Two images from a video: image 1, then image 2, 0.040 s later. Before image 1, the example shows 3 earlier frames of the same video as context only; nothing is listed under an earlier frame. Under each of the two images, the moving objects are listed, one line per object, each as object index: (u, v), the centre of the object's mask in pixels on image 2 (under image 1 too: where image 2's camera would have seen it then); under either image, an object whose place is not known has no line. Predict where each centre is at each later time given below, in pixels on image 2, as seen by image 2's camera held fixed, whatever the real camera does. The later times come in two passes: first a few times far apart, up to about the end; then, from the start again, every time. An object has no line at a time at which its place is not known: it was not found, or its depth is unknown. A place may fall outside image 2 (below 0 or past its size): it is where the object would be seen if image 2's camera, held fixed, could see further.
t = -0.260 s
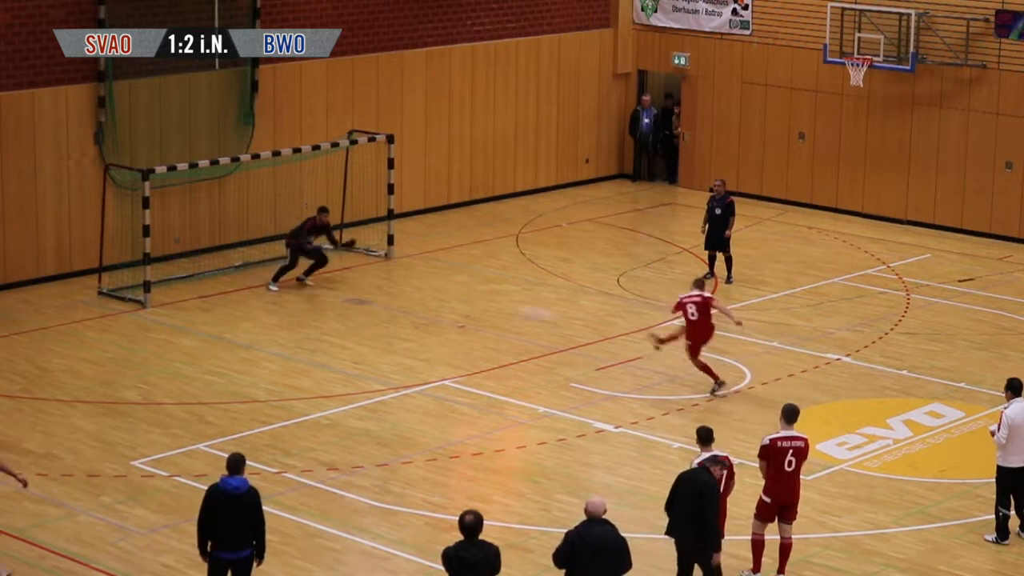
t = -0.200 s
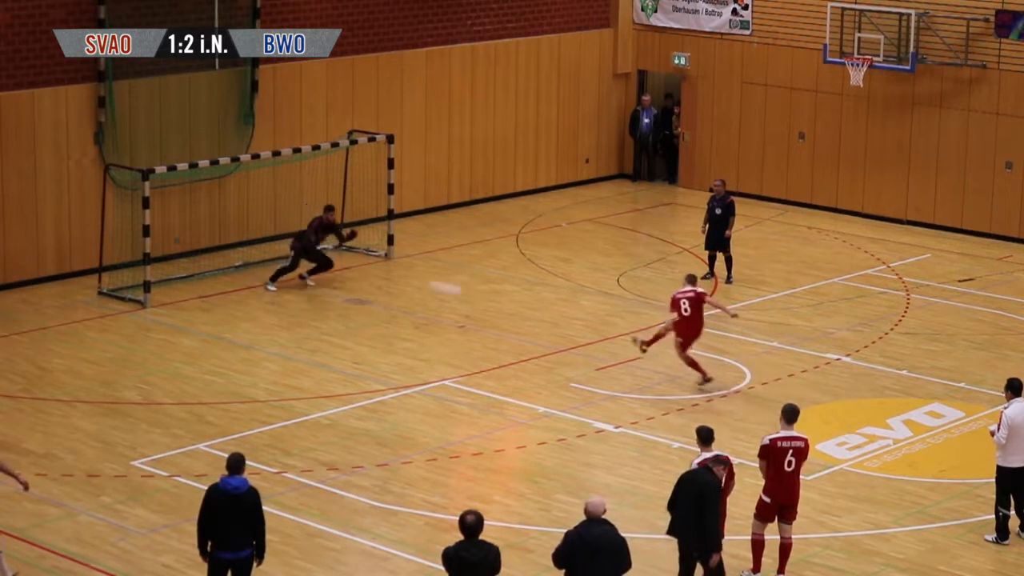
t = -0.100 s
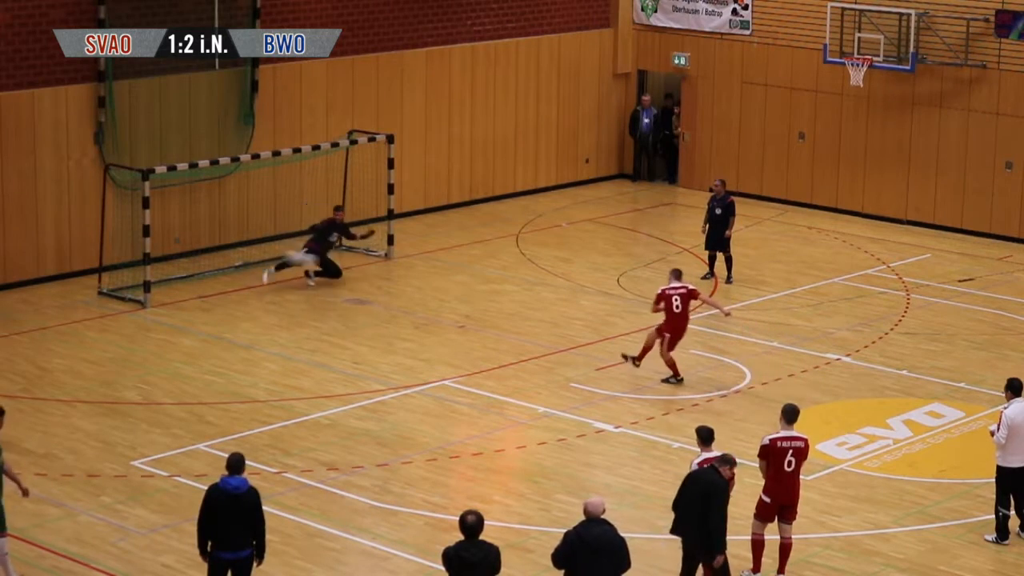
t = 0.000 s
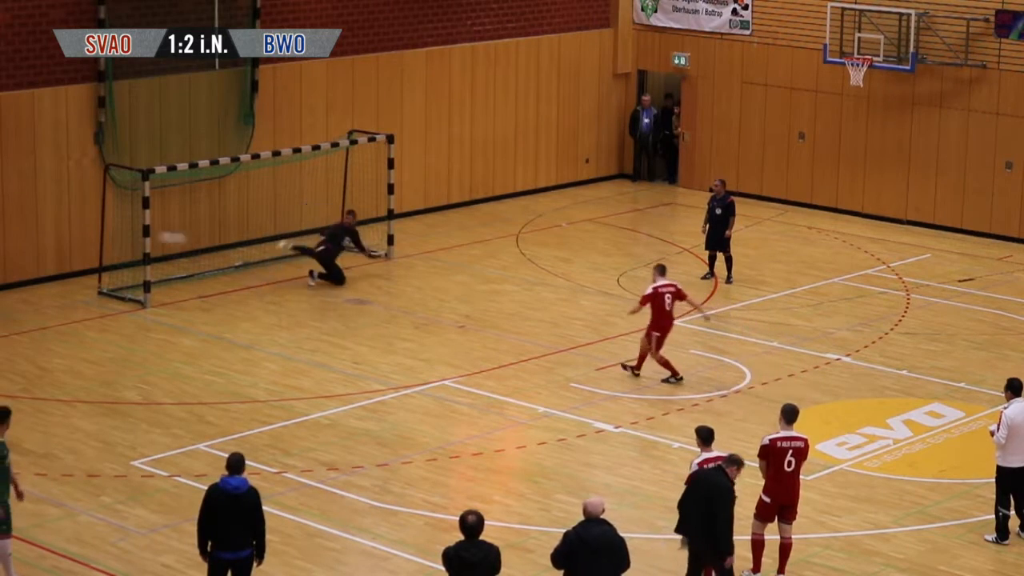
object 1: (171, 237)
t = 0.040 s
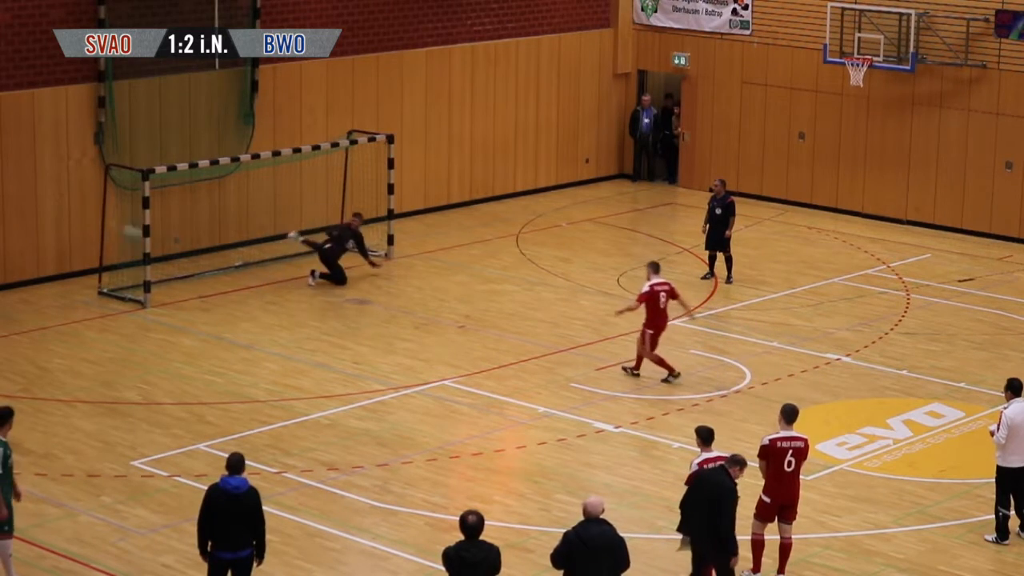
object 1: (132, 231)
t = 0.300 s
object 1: (171, 238)
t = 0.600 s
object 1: (251, 276)
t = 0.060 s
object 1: (121, 226)
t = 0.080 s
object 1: (116, 222)
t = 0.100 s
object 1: (118, 221)
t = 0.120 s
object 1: (122, 221)
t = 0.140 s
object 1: (127, 222)
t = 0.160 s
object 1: (132, 223)
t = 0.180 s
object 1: (136, 224)
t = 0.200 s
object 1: (139, 225)
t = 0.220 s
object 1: (152, 228)
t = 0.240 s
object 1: (155, 230)
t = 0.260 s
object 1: (159, 232)
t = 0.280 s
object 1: (165, 235)
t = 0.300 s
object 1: (171, 238)
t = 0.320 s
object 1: (176, 241)
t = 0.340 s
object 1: (182, 244)
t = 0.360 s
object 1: (188, 248)
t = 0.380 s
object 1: (193, 252)
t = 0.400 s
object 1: (200, 256)
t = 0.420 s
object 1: (205, 260)
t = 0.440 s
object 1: (211, 265)
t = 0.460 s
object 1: (216, 269)
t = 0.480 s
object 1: (223, 274)
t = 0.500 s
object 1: (228, 279)
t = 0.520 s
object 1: (235, 286)
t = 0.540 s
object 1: (239, 287)
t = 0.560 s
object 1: (243, 283)
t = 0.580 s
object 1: (247, 280)
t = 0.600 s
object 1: (251, 276)
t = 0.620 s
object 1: (254, 272)
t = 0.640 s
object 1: (258, 271)
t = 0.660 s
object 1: (262, 269)
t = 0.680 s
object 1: (266, 268)
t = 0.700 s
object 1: (270, 266)
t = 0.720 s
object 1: (274, 265)
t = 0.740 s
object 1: (278, 264)
